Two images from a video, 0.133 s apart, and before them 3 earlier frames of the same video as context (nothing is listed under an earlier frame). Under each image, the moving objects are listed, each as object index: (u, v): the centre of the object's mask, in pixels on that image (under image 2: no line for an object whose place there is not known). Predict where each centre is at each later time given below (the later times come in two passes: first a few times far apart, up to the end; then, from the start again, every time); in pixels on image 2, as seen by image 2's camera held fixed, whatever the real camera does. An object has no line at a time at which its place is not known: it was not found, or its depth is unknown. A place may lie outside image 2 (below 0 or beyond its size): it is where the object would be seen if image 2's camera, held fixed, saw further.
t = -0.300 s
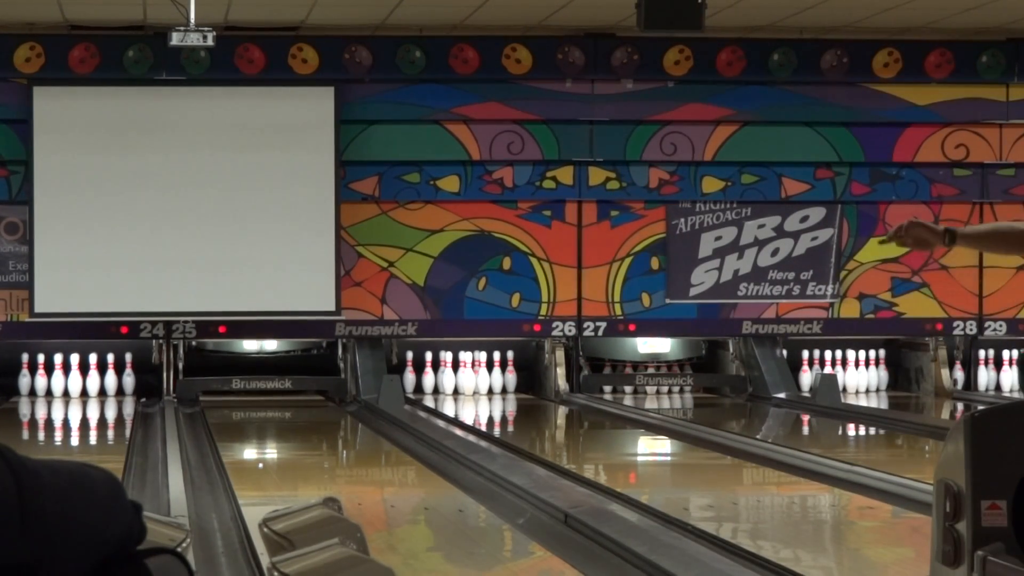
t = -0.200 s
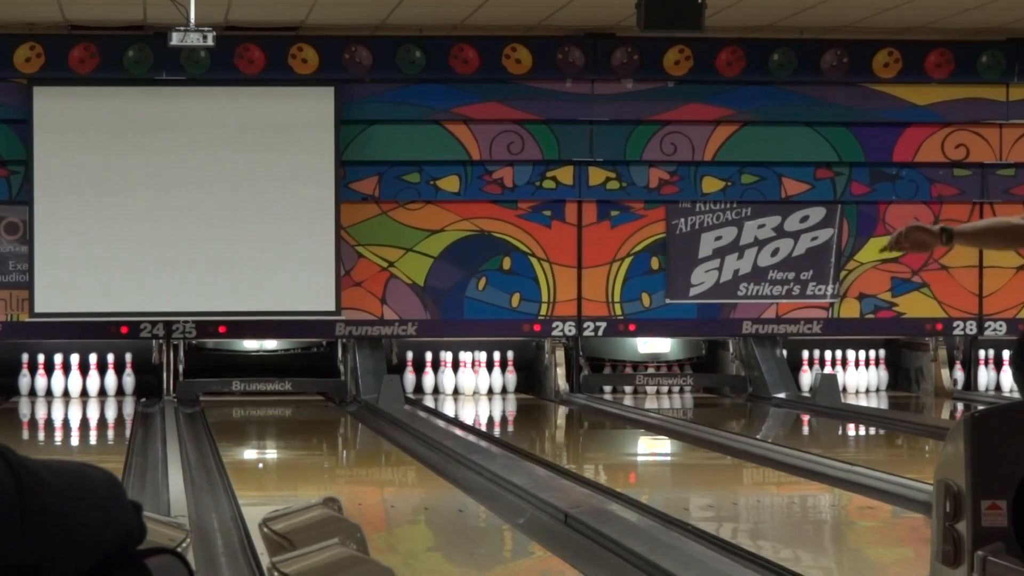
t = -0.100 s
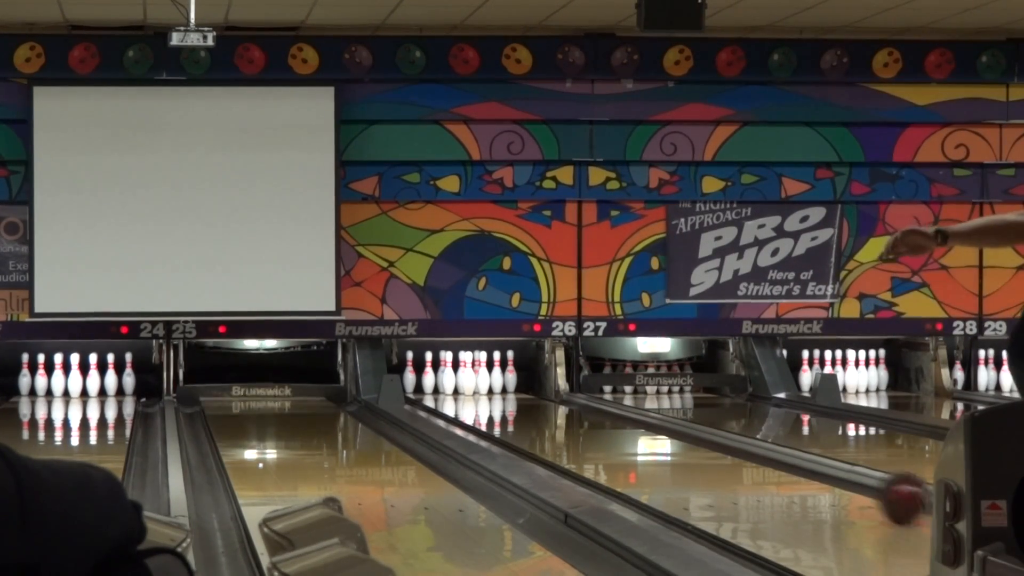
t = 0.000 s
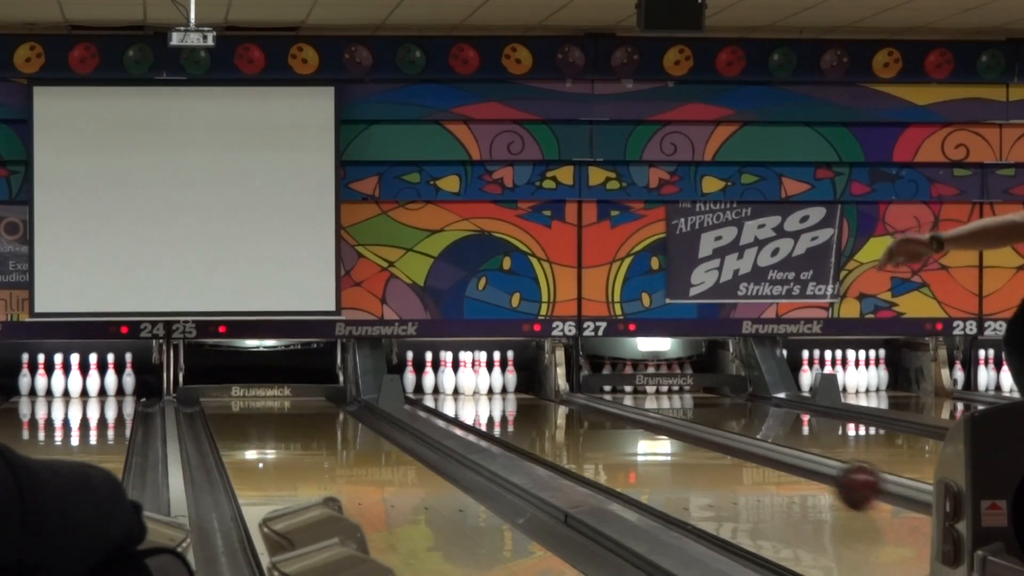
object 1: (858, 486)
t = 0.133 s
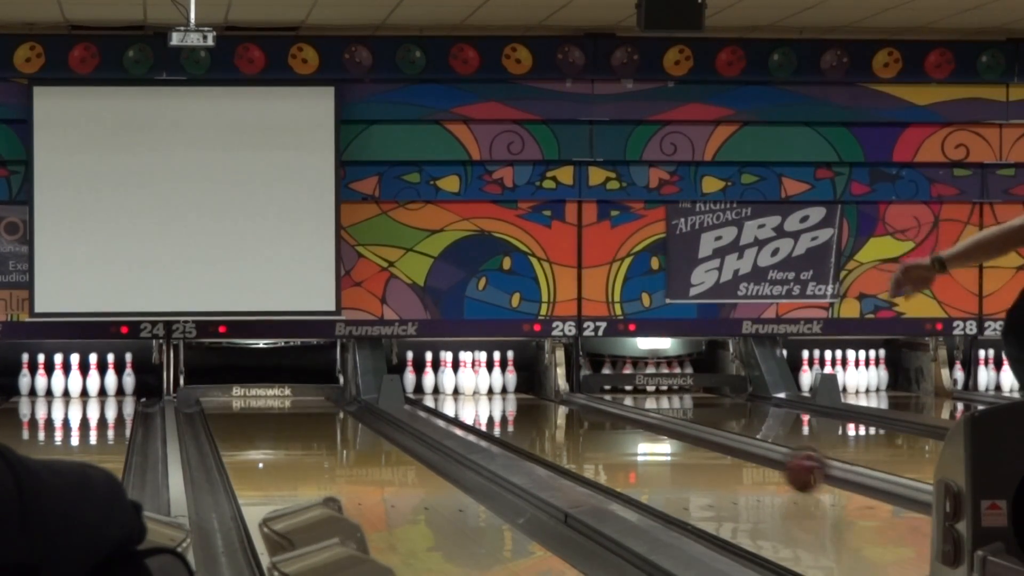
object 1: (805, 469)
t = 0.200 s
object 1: (782, 464)
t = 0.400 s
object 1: (720, 445)
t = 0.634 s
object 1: (661, 429)
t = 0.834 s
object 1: (618, 417)
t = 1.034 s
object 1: (582, 408)
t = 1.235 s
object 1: (550, 400)
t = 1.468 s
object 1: (516, 391)
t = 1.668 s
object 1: (488, 386)
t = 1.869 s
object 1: (475, 382)
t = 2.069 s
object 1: (468, 381)
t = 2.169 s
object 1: (463, 382)
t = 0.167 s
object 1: (793, 466)
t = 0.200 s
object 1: (782, 464)
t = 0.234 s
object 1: (769, 461)
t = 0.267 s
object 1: (758, 456)
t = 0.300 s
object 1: (750, 454)
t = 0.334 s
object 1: (739, 451)
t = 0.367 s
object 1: (729, 448)
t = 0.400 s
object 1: (720, 445)
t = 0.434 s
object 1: (710, 443)
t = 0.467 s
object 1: (700, 442)
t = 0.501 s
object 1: (692, 439)
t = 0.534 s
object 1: (684, 435)
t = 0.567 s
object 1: (676, 433)
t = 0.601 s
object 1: (668, 431)
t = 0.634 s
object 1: (661, 429)
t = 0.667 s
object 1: (653, 427)
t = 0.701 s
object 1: (646, 425)
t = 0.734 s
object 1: (639, 424)
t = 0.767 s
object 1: (631, 421)
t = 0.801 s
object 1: (626, 420)
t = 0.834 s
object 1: (618, 417)
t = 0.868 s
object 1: (612, 415)
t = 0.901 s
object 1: (605, 414)
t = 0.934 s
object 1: (599, 412)
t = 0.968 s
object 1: (594, 411)
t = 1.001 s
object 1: (588, 410)
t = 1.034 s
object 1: (582, 408)
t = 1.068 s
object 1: (576, 406)
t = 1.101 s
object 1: (571, 406)
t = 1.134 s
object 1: (565, 404)
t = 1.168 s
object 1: (560, 402)
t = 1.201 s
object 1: (554, 401)
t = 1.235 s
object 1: (550, 400)
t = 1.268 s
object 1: (545, 398)
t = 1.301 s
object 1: (540, 396)
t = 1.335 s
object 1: (533, 396)
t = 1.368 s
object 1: (529, 394)
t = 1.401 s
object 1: (525, 394)
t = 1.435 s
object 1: (520, 393)
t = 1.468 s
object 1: (516, 391)
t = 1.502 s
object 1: (510, 390)
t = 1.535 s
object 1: (505, 389)
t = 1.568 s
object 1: (500, 388)
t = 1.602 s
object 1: (497, 388)
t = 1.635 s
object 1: (492, 387)
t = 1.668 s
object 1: (488, 386)
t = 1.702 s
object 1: (484, 385)
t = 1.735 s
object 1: (479, 384)
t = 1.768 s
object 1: (477, 383)
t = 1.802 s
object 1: (476, 383)
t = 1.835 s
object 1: (474, 383)
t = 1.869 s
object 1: (475, 382)
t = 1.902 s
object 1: (475, 382)
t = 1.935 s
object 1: (473, 382)
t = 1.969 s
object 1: (472, 382)
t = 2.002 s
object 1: (471, 381)
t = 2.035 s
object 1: (470, 381)
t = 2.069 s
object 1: (468, 381)
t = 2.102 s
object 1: (466, 381)
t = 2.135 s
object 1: (465, 381)
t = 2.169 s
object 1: (463, 382)
